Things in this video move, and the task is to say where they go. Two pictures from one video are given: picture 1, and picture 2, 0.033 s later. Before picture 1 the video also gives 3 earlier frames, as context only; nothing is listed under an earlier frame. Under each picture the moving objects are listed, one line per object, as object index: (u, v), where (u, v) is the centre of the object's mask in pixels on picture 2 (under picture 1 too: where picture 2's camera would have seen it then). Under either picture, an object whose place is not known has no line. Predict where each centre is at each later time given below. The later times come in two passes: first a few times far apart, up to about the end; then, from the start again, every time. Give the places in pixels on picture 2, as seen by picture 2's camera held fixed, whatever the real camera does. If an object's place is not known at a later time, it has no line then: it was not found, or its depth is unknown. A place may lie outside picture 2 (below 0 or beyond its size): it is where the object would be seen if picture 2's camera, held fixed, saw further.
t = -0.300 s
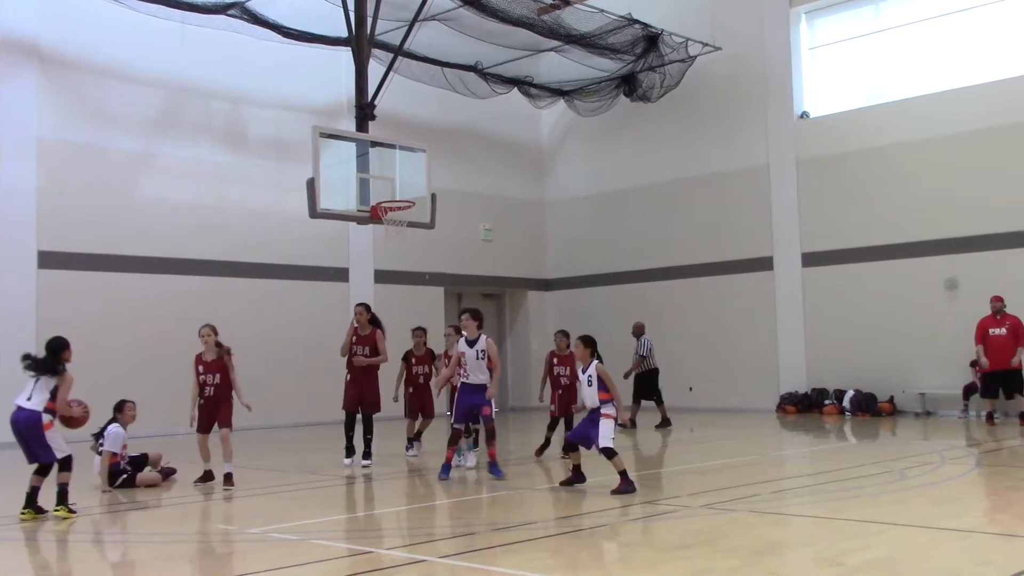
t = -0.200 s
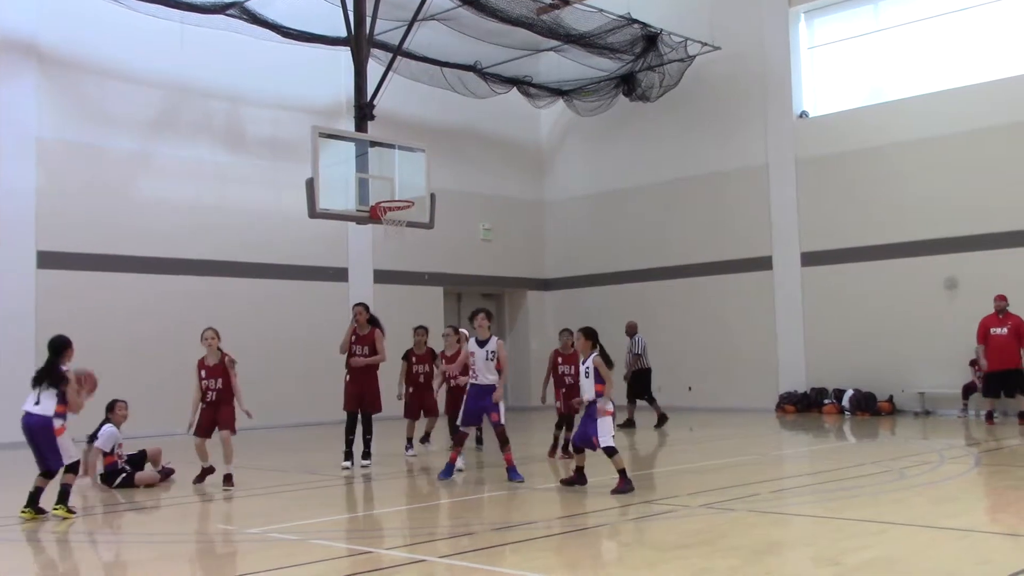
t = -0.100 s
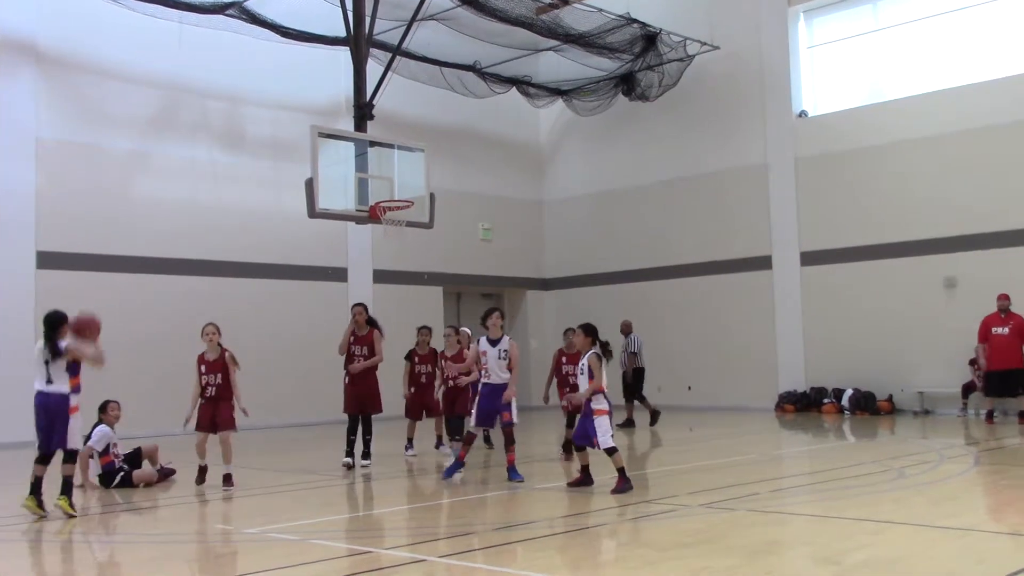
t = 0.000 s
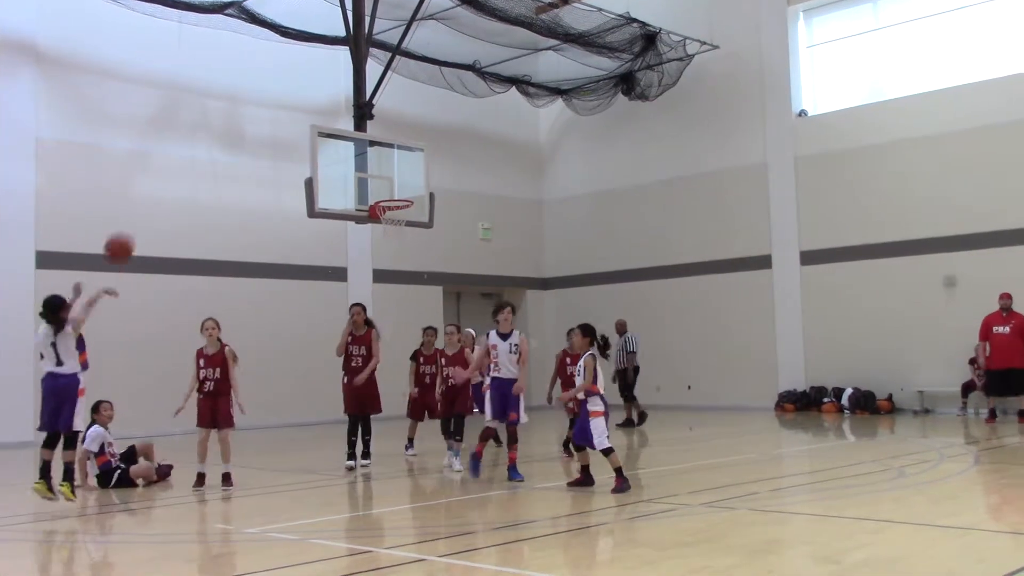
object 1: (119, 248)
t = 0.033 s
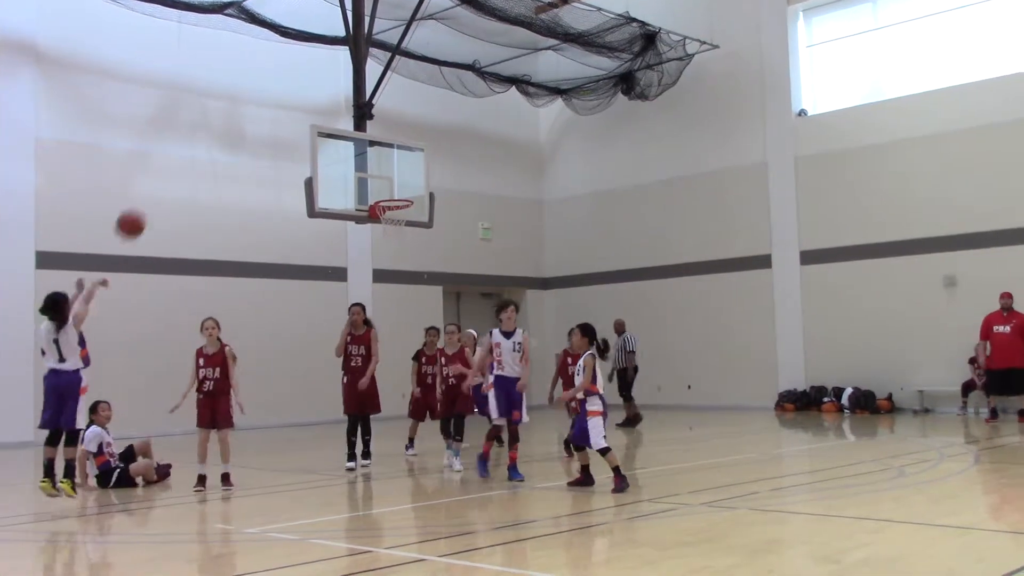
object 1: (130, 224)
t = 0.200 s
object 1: (184, 134)
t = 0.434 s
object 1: (248, 73)
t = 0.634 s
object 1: (295, 68)
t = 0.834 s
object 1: (337, 98)
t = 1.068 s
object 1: (380, 168)
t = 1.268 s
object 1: (405, 229)
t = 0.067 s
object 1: (142, 203)
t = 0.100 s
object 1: (153, 183)
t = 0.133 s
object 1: (163, 165)
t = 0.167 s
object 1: (174, 149)
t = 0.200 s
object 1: (184, 134)
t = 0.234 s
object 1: (194, 122)
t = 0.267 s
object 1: (203, 110)
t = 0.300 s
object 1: (212, 100)
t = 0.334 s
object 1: (221, 92)
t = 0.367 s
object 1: (231, 84)
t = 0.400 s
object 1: (239, 78)
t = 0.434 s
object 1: (248, 73)
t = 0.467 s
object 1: (256, 70)
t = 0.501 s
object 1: (264, 67)
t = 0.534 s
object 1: (272, 66)
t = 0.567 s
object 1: (280, 66)
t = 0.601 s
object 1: (287, 66)
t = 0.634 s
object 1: (295, 68)
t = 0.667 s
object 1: (302, 71)
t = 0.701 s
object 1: (309, 74)
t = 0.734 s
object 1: (316, 79)
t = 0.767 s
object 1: (323, 84)
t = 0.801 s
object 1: (330, 91)
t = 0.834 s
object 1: (337, 98)
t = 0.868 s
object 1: (343, 105)
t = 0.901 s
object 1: (350, 114)
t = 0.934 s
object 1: (356, 123)
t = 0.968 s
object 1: (362, 135)
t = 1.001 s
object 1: (369, 144)
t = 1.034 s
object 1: (374, 156)
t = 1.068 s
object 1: (380, 168)
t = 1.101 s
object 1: (386, 181)
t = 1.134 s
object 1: (391, 194)
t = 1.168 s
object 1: (398, 209)
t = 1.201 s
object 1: (402, 221)
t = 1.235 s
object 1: (404, 226)
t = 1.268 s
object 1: (405, 229)
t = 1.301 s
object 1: (406, 233)
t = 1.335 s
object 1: (407, 238)
